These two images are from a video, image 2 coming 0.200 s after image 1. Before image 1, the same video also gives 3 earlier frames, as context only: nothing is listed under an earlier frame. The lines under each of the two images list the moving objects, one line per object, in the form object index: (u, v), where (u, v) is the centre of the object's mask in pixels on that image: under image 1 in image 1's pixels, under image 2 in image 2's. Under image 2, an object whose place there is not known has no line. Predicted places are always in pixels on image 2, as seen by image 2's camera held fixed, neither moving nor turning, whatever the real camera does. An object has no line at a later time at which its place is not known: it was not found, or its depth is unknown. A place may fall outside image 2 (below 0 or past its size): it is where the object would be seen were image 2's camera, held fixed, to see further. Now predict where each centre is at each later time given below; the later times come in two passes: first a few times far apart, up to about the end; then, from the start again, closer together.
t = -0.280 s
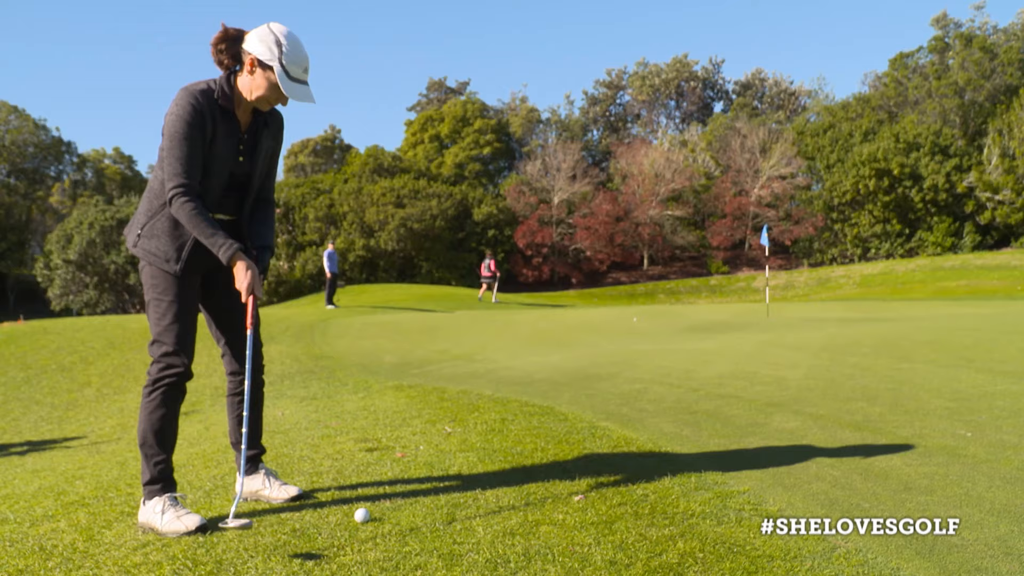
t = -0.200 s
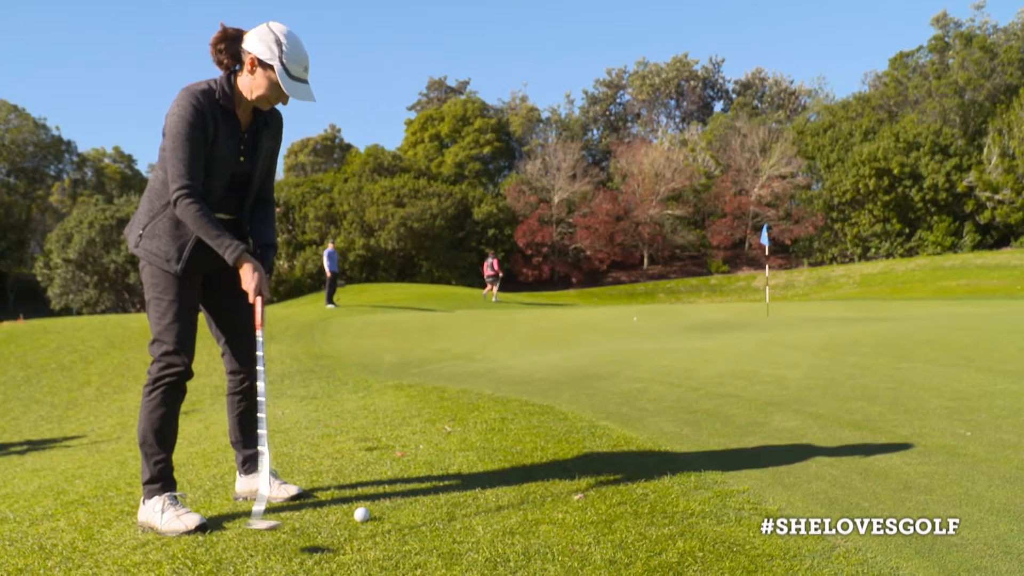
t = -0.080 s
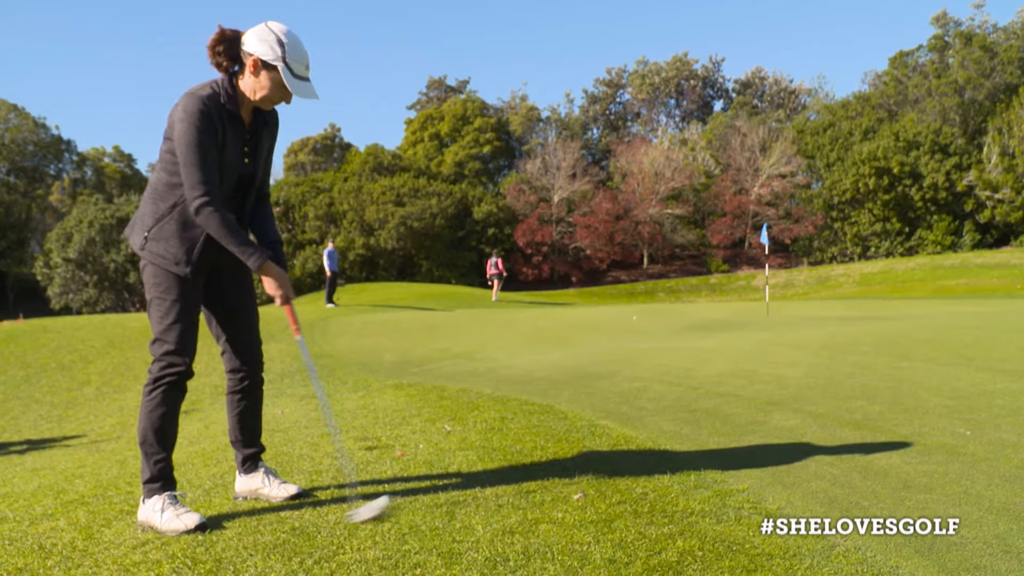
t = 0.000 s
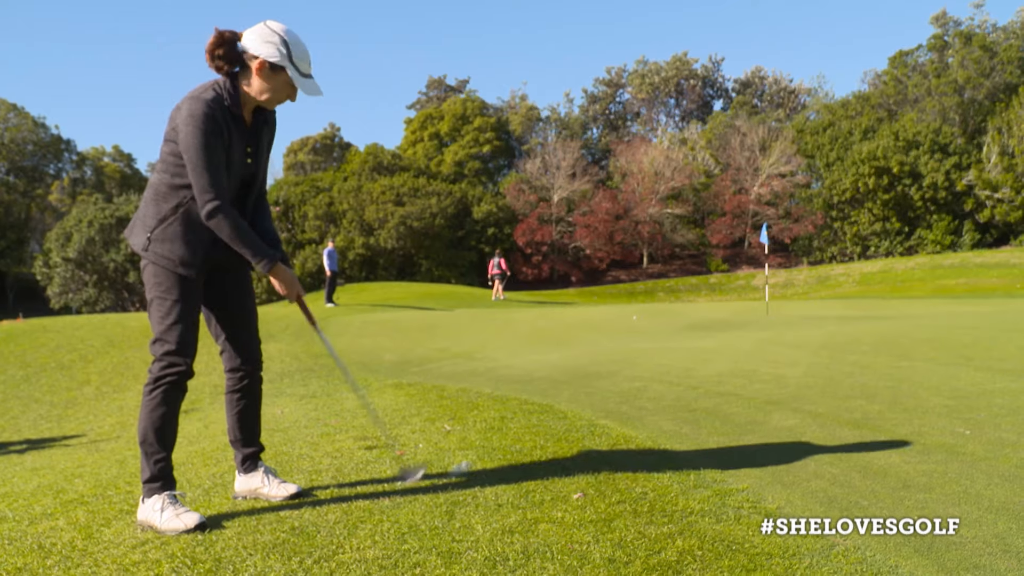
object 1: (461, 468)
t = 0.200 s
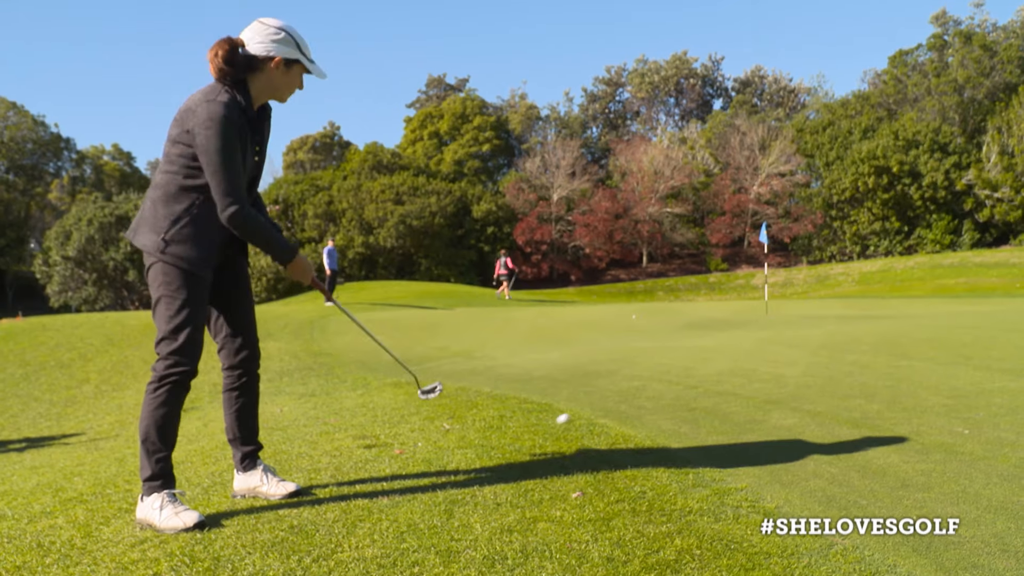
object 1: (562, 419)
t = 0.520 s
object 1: (632, 383)
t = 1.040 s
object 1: (682, 350)
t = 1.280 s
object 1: (693, 344)
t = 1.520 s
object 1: (699, 340)
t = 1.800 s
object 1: (702, 337)
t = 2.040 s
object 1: (702, 336)
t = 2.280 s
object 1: (700, 335)
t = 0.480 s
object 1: (626, 387)
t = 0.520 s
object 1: (632, 383)
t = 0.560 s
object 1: (638, 379)
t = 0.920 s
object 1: (674, 355)
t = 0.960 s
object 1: (677, 353)
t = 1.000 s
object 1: (680, 352)
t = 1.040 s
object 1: (682, 350)
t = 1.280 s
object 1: (693, 344)
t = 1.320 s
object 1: (694, 343)
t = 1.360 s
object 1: (696, 342)
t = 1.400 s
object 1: (696, 342)
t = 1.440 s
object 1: (697, 341)
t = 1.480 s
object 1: (698, 340)
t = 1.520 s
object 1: (699, 340)
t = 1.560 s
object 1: (700, 339)
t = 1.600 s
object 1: (701, 339)
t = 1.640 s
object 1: (701, 338)
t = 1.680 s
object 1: (701, 338)
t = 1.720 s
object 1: (701, 338)
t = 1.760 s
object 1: (702, 337)
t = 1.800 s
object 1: (702, 337)
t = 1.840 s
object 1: (702, 337)
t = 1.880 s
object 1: (702, 337)
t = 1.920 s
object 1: (702, 336)
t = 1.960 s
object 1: (702, 336)
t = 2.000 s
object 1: (702, 336)
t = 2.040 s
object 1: (702, 336)
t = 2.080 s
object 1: (702, 336)
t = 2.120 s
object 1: (701, 336)
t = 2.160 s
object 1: (701, 336)
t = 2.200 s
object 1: (701, 335)
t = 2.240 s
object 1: (700, 335)
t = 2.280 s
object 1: (700, 335)
